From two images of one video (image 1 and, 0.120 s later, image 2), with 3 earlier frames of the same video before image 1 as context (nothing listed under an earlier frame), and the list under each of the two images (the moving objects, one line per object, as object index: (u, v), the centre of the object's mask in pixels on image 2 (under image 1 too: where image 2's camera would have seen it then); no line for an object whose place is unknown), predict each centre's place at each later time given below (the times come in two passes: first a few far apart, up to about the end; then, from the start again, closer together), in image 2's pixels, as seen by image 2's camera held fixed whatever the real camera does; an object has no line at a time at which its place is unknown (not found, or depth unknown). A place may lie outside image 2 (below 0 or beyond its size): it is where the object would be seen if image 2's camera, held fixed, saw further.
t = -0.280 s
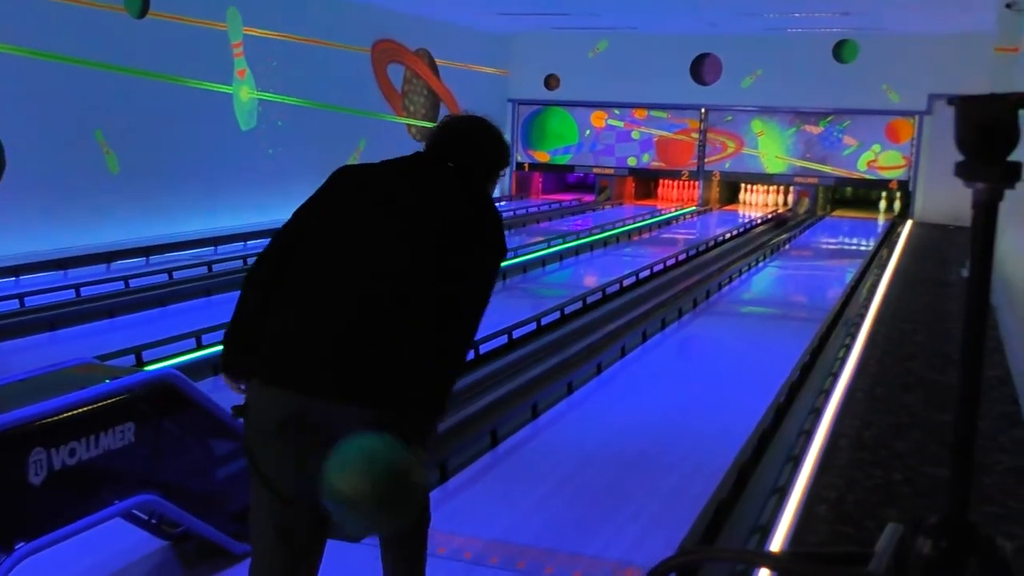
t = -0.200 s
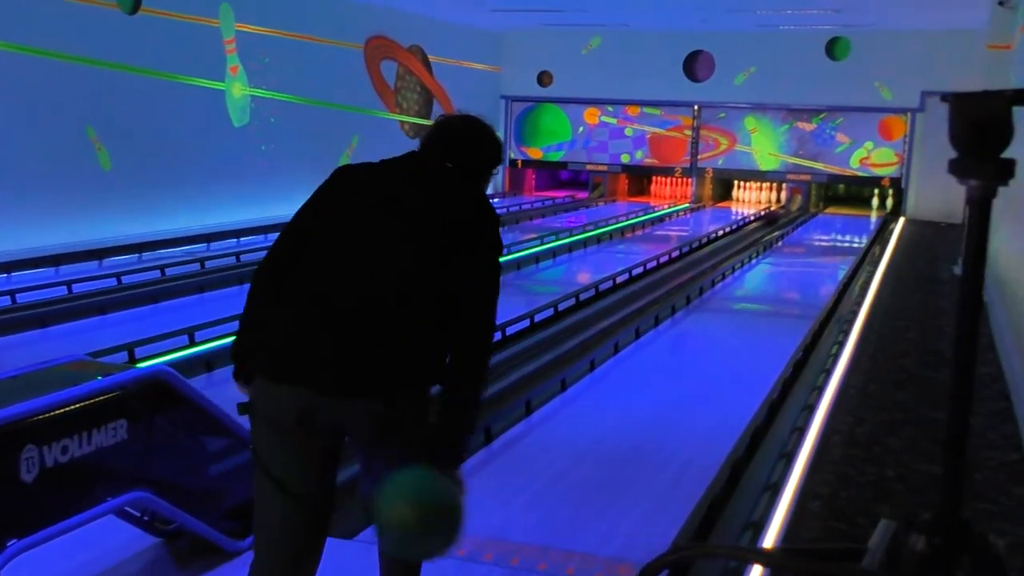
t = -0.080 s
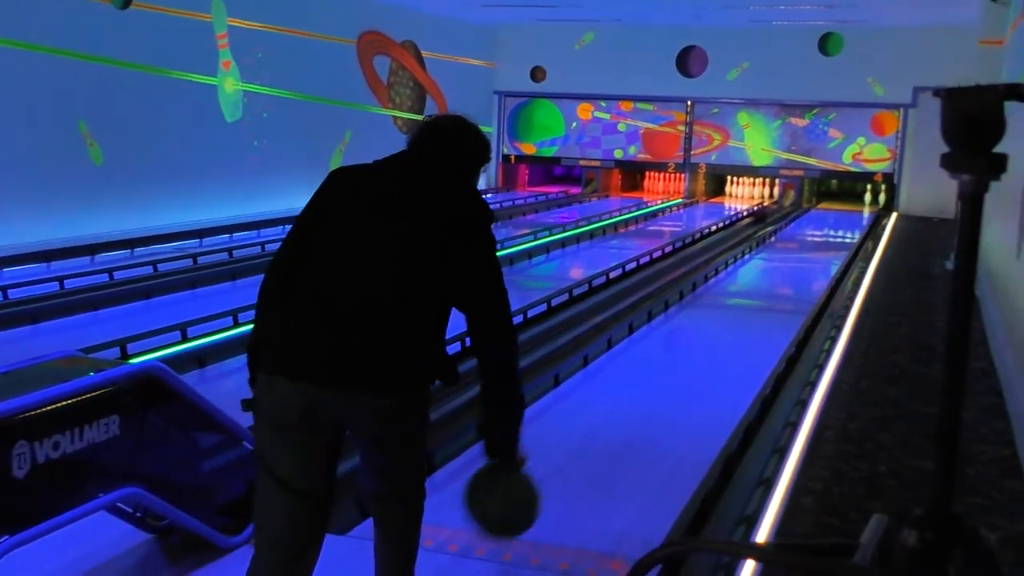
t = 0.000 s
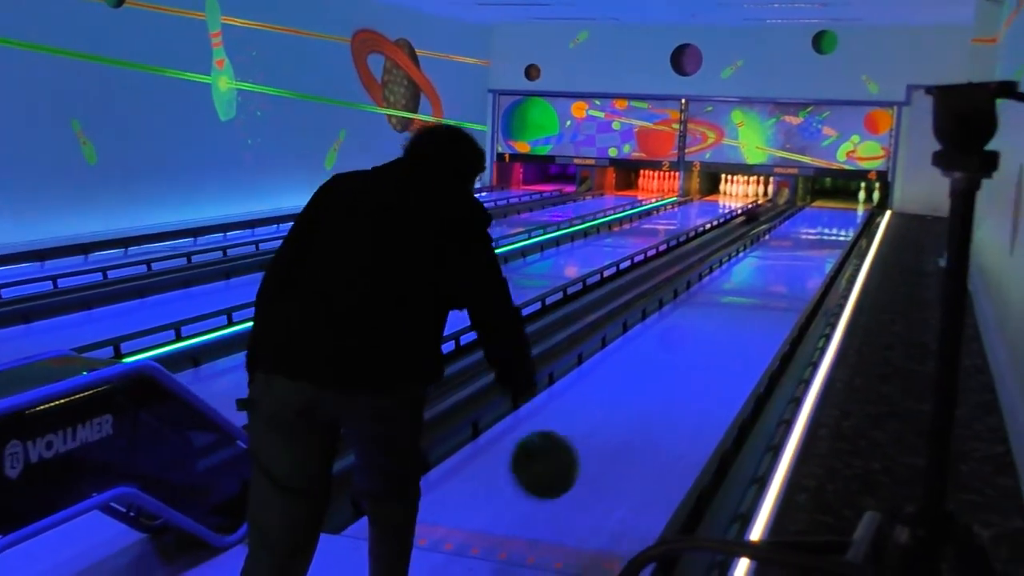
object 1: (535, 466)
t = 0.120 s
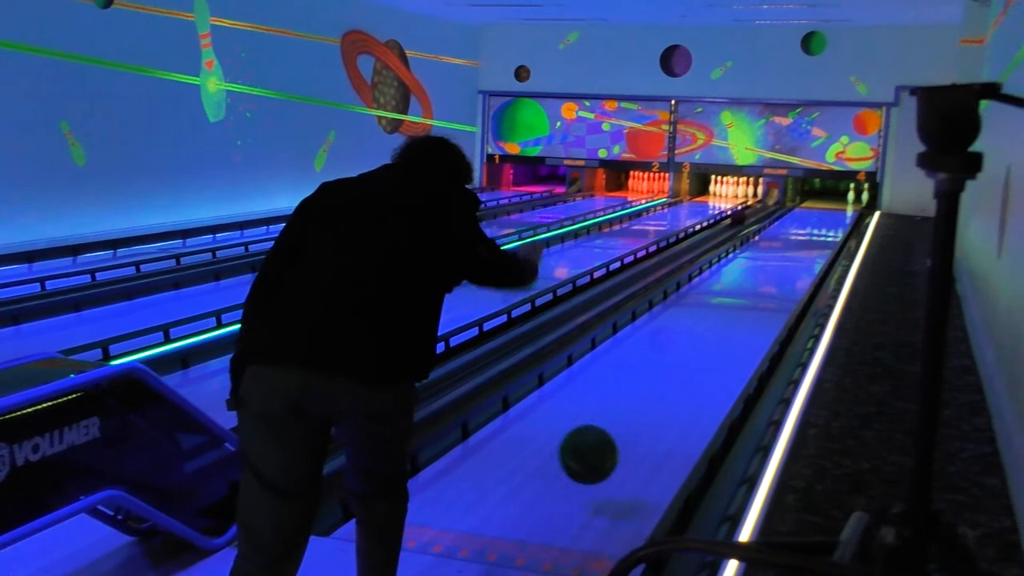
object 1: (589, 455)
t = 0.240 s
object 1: (629, 448)
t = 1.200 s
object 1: (781, 298)
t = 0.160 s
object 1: (603, 459)
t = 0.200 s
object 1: (616, 461)
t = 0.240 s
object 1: (629, 448)
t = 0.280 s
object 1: (641, 437)
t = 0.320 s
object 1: (652, 426)
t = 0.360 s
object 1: (662, 415)
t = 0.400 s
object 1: (671, 406)
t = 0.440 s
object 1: (680, 397)
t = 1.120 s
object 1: (771, 304)
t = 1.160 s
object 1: (776, 301)
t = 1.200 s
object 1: (781, 298)
